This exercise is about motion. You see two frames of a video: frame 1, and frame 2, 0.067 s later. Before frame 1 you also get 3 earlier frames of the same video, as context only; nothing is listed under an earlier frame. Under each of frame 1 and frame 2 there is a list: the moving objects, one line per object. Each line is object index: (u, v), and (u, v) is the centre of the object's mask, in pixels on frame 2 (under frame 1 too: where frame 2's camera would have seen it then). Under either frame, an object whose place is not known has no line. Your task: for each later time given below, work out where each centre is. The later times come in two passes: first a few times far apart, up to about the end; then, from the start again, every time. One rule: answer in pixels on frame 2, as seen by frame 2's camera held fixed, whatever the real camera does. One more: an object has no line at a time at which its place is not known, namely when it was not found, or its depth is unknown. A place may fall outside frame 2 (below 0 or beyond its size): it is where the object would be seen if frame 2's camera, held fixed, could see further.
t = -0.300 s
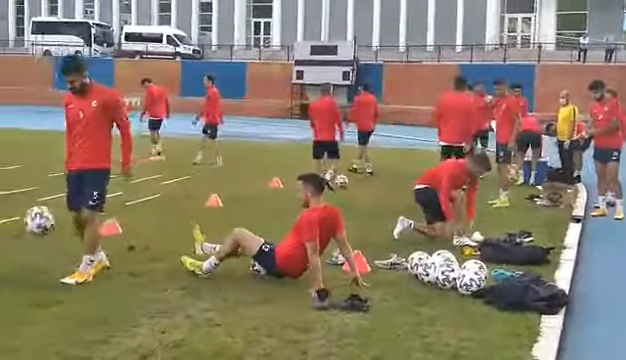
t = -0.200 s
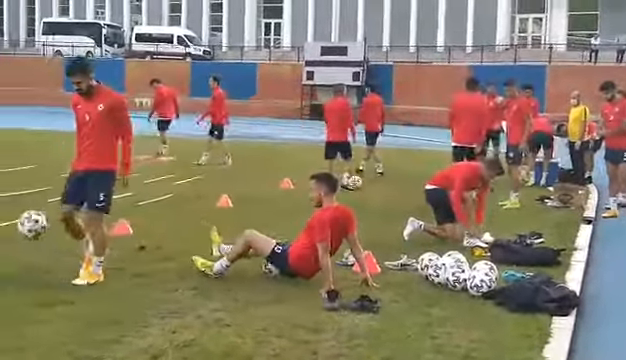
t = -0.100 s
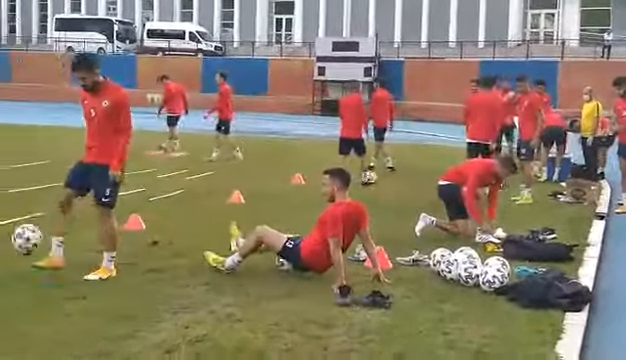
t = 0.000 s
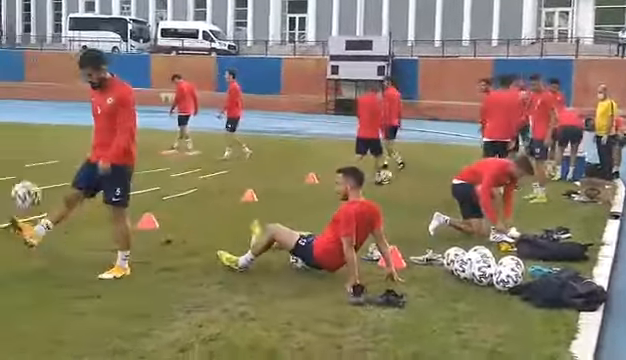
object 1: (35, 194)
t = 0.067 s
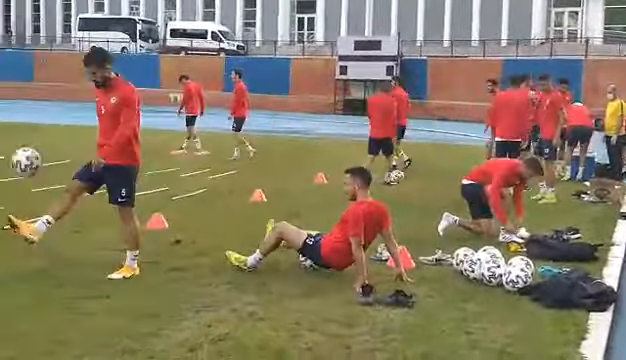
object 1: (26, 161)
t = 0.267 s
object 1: (-2, 98)
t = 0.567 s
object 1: (-40, 104)
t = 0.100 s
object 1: (21, 147)
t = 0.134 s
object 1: (16, 134)
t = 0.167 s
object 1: (11, 123)
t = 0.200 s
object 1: (8, 114)
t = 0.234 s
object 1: (3, 105)
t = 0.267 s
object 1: (-2, 98)
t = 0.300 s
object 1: (-7, 93)
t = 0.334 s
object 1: (-10, 89)
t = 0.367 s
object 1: (-14, 86)
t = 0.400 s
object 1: (-19, 85)
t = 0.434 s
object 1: (-23, 86)
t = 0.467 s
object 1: (-27, 88)
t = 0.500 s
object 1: (-33, 92)
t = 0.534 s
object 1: (-35, 97)
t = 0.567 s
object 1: (-40, 104)
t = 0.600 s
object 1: (-45, 111)
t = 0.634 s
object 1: (-49, 121)
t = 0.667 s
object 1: (-54, 132)
